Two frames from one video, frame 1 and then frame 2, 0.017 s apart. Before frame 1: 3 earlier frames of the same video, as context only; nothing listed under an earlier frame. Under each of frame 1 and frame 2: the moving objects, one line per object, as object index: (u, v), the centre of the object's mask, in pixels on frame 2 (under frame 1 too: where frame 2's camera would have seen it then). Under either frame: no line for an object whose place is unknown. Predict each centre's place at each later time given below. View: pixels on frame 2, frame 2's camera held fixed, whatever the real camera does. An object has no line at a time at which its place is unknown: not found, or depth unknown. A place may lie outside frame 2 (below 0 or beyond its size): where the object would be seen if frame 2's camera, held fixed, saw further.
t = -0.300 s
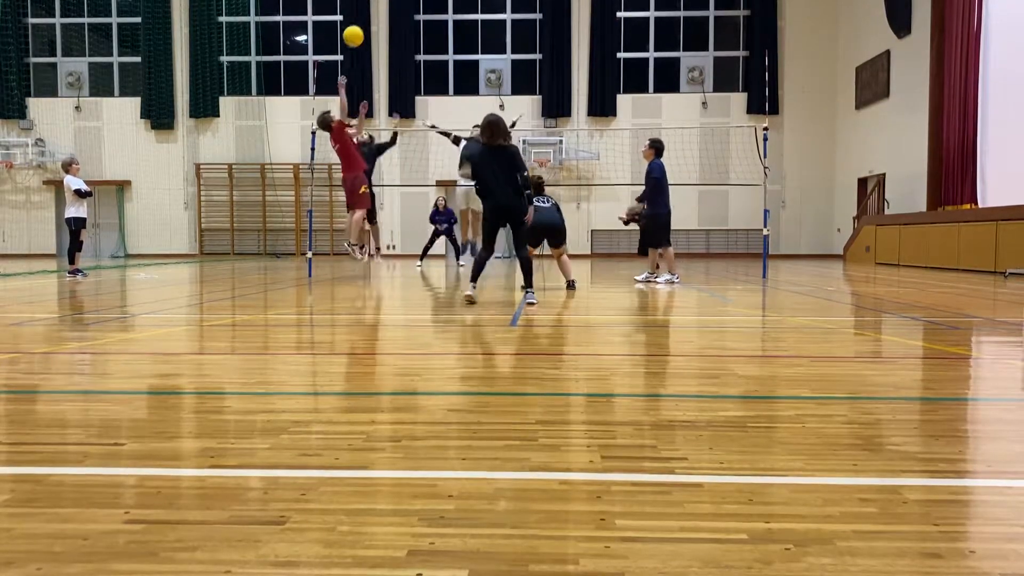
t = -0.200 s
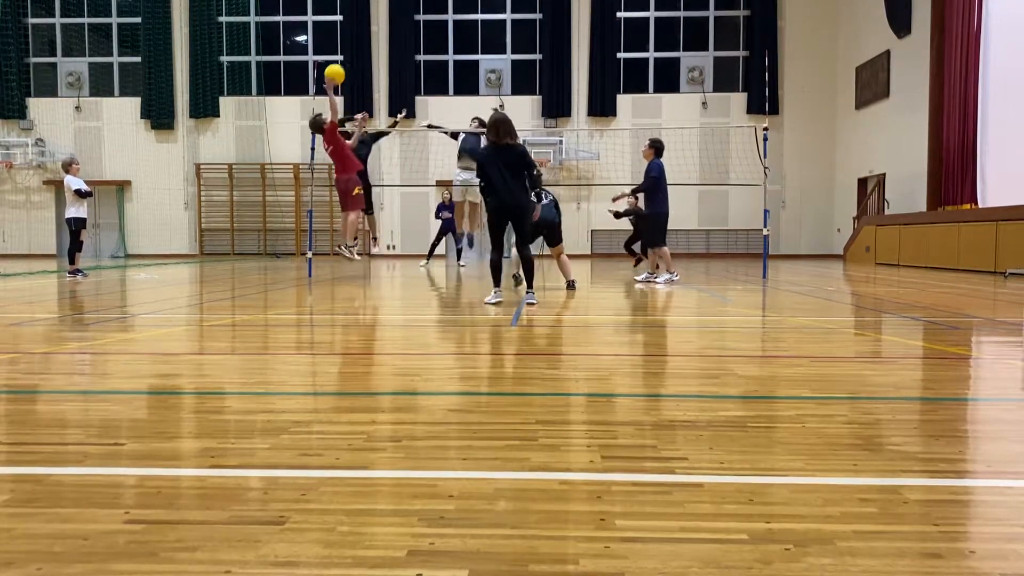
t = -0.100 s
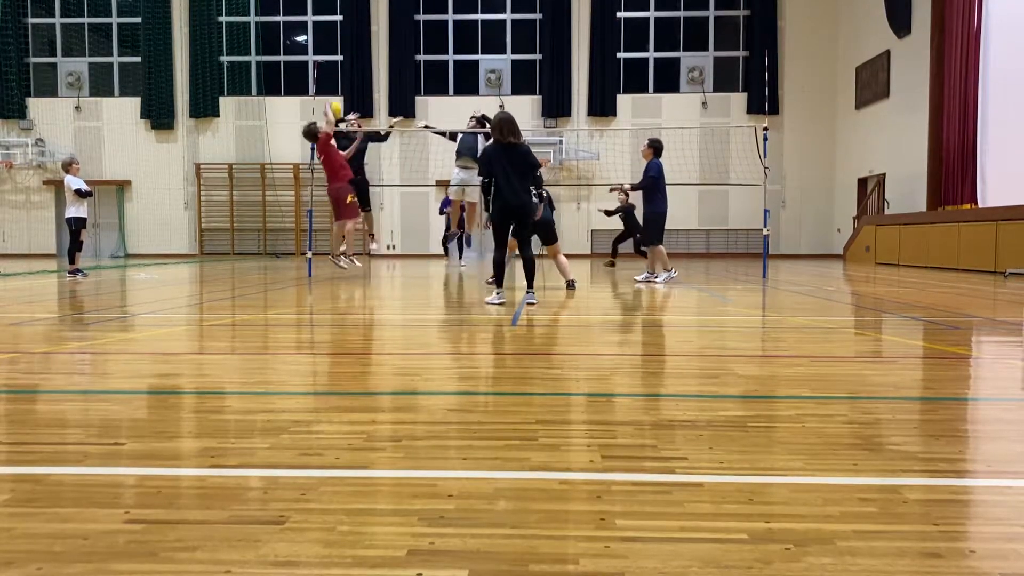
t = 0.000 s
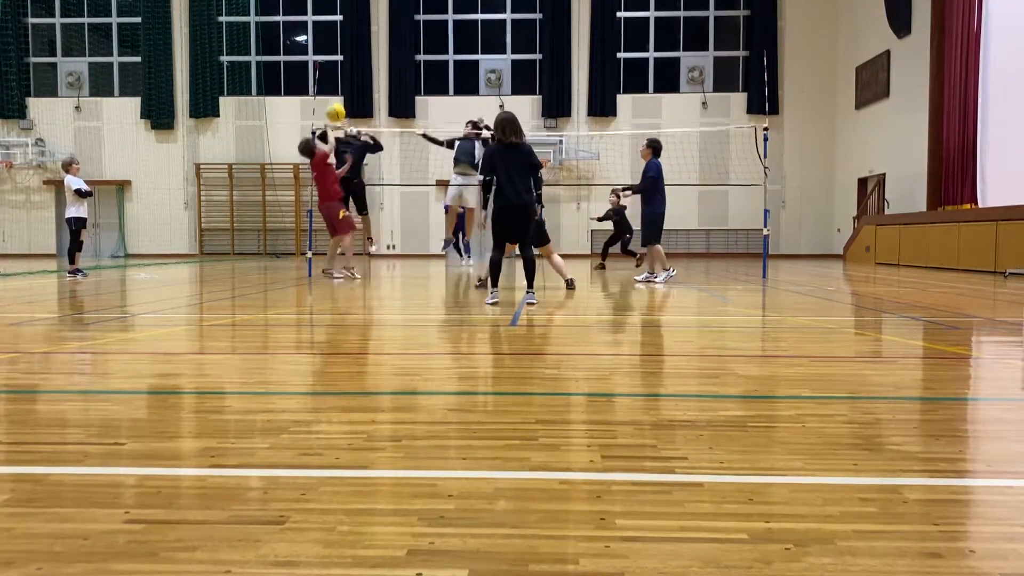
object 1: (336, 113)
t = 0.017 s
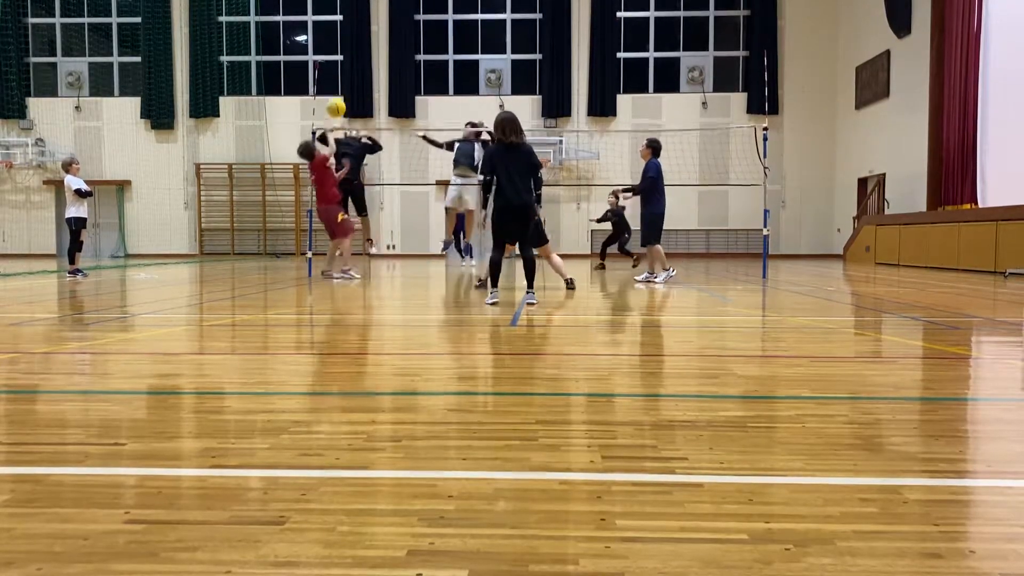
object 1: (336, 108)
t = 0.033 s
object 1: (336, 102)
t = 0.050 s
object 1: (337, 96)
